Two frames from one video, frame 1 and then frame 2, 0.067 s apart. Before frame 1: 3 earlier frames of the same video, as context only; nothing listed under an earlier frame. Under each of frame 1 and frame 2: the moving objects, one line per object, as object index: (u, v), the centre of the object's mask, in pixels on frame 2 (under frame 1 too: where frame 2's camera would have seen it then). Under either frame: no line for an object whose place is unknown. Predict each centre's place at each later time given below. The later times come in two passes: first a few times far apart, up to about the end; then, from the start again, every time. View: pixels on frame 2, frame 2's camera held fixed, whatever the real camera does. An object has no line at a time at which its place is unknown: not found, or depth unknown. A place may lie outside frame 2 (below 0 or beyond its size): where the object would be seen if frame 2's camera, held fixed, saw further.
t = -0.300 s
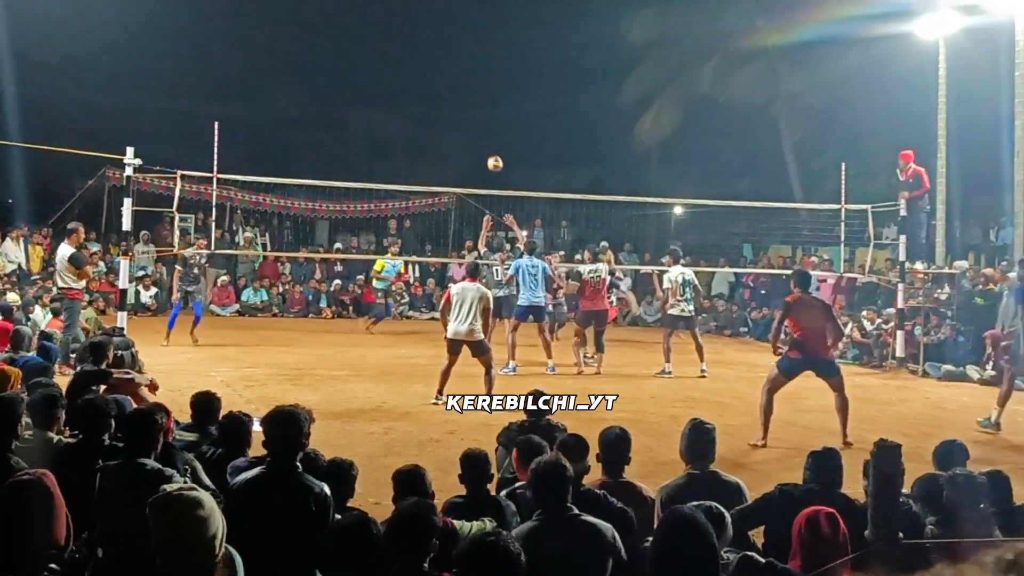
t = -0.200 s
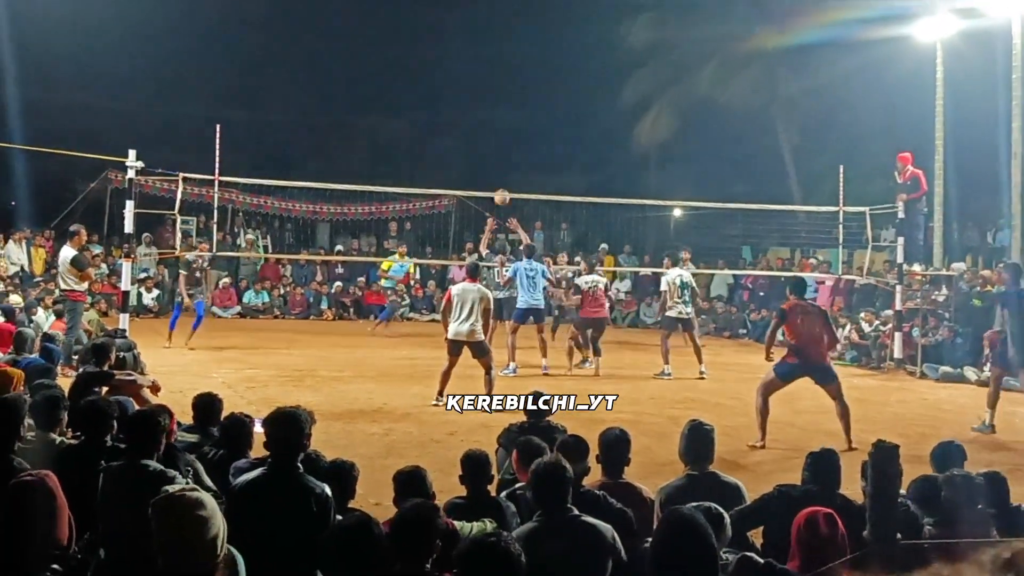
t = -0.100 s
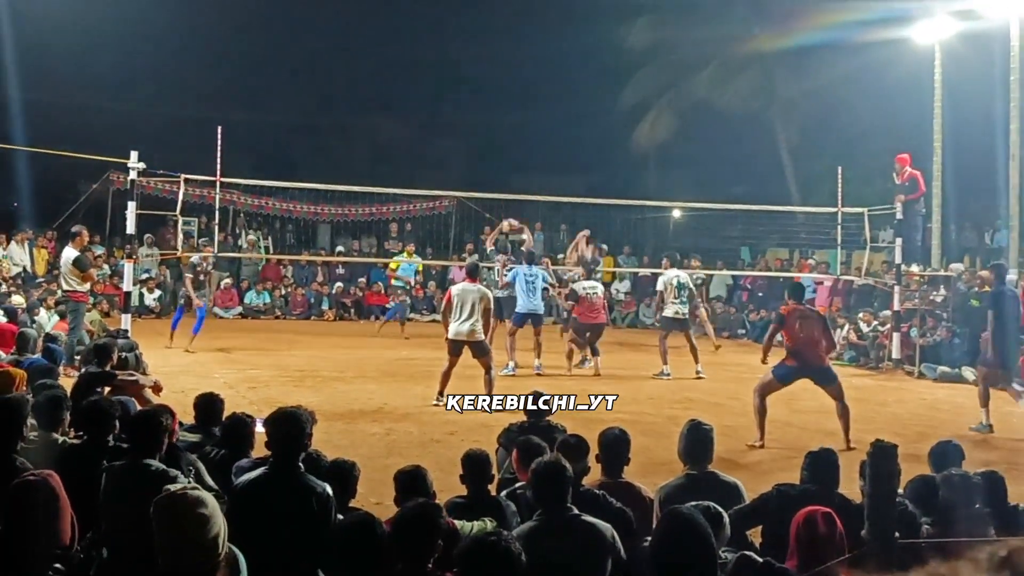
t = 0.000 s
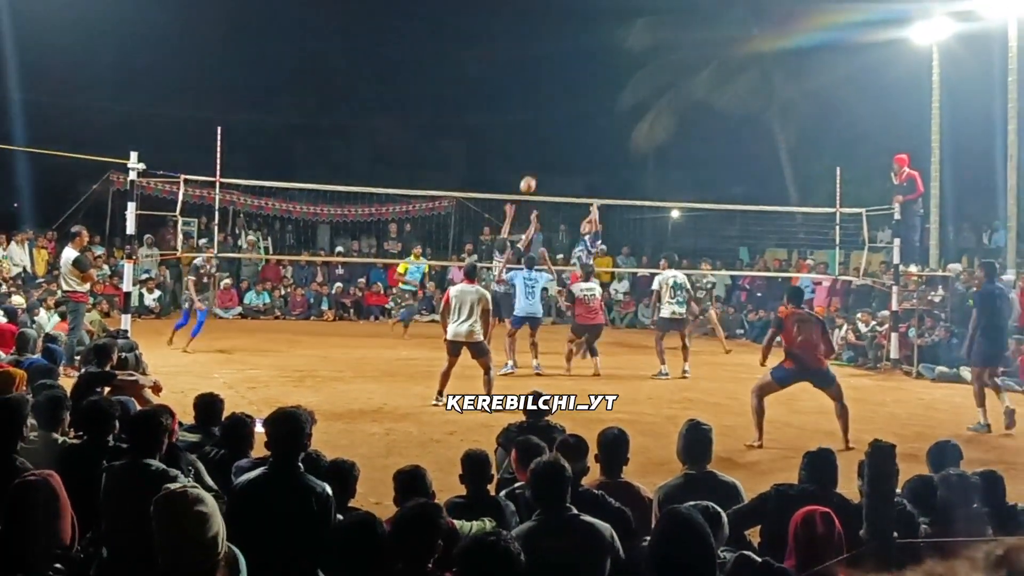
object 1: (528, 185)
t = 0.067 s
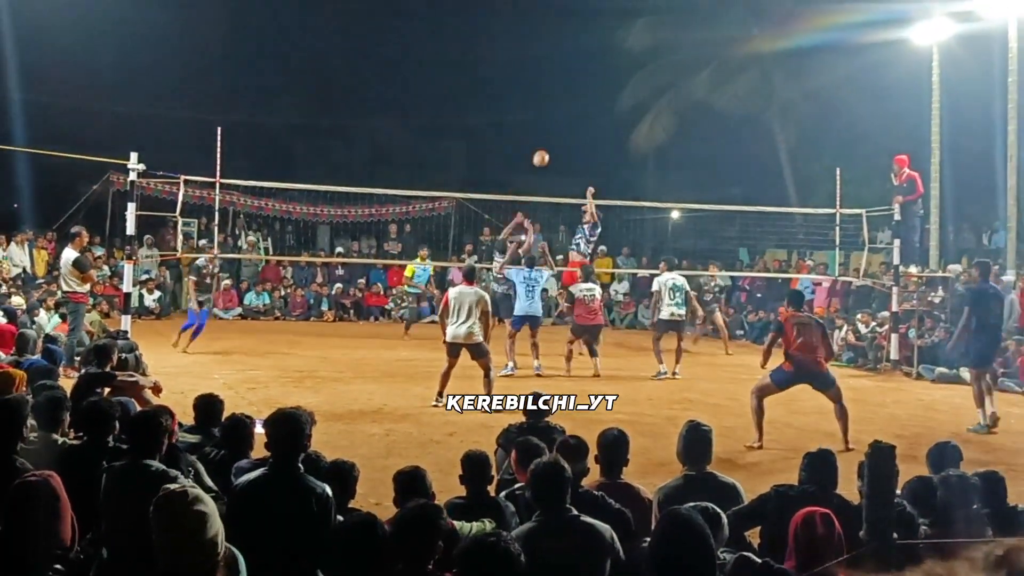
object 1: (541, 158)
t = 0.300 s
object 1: (584, 95)
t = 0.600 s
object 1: (634, 70)
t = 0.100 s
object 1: (547, 147)
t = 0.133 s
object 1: (554, 137)
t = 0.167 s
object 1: (560, 127)
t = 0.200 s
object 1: (566, 117)
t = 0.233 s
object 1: (572, 108)
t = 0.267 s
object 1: (578, 101)
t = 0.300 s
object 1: (584, 95)
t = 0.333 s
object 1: (590, 88)
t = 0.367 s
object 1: (595, 84)
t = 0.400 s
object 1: (601, 80)
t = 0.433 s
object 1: (606, 76)
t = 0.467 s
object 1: (613, 75)
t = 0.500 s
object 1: (619, 73)
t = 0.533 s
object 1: (625, 72)
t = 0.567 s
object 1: (629, 70)
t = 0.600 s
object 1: (634, 70)
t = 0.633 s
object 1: (641, 71)
